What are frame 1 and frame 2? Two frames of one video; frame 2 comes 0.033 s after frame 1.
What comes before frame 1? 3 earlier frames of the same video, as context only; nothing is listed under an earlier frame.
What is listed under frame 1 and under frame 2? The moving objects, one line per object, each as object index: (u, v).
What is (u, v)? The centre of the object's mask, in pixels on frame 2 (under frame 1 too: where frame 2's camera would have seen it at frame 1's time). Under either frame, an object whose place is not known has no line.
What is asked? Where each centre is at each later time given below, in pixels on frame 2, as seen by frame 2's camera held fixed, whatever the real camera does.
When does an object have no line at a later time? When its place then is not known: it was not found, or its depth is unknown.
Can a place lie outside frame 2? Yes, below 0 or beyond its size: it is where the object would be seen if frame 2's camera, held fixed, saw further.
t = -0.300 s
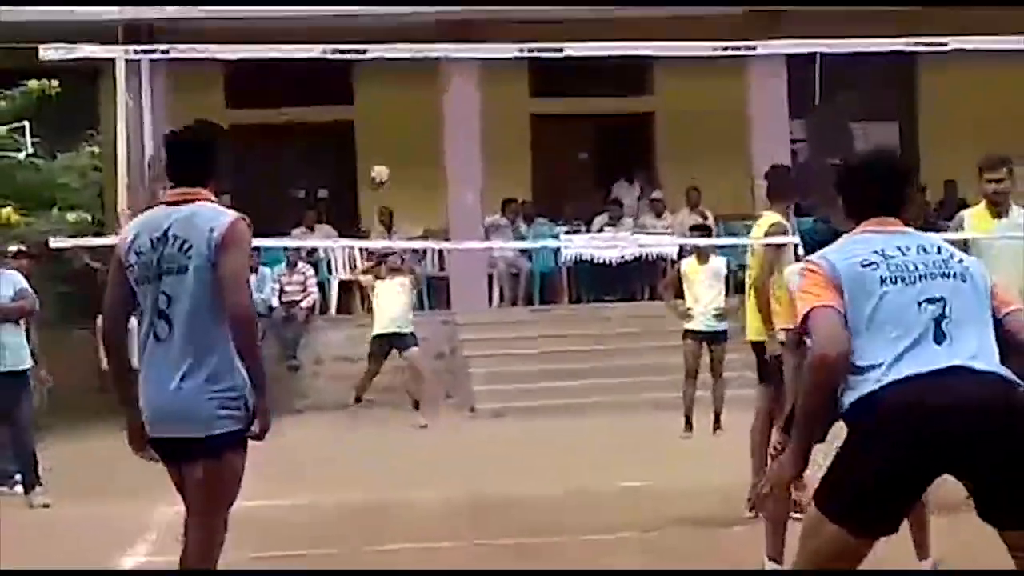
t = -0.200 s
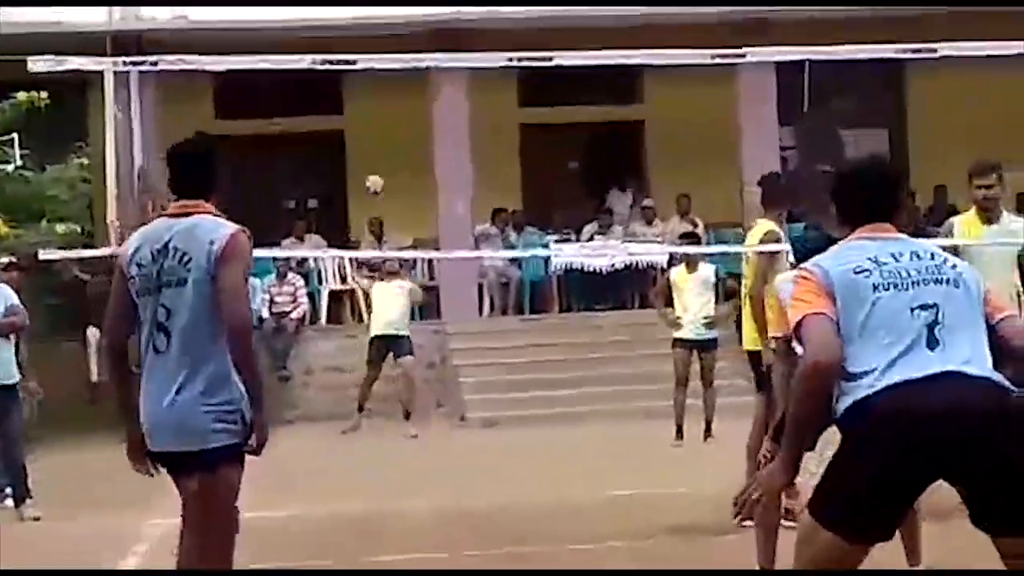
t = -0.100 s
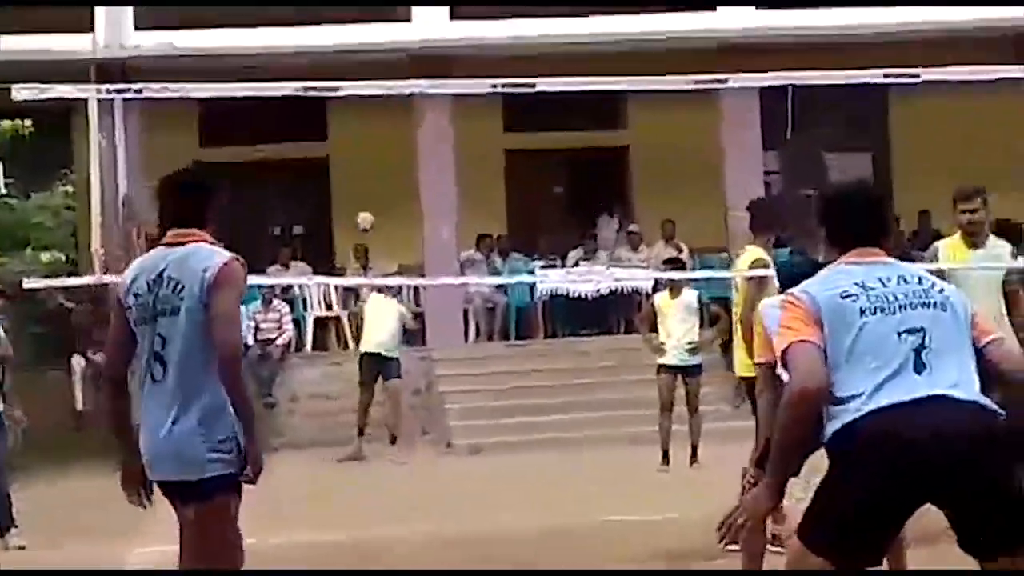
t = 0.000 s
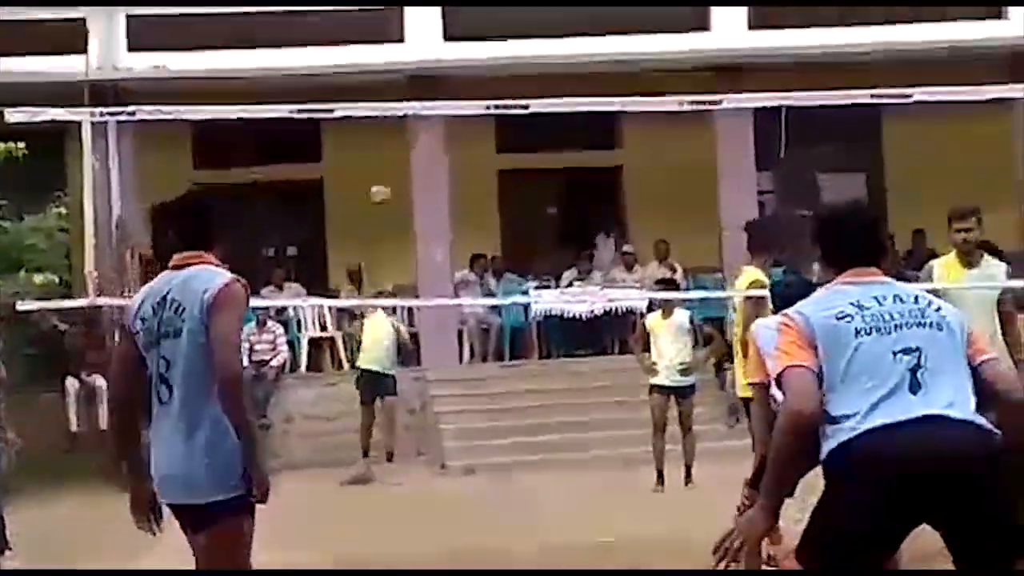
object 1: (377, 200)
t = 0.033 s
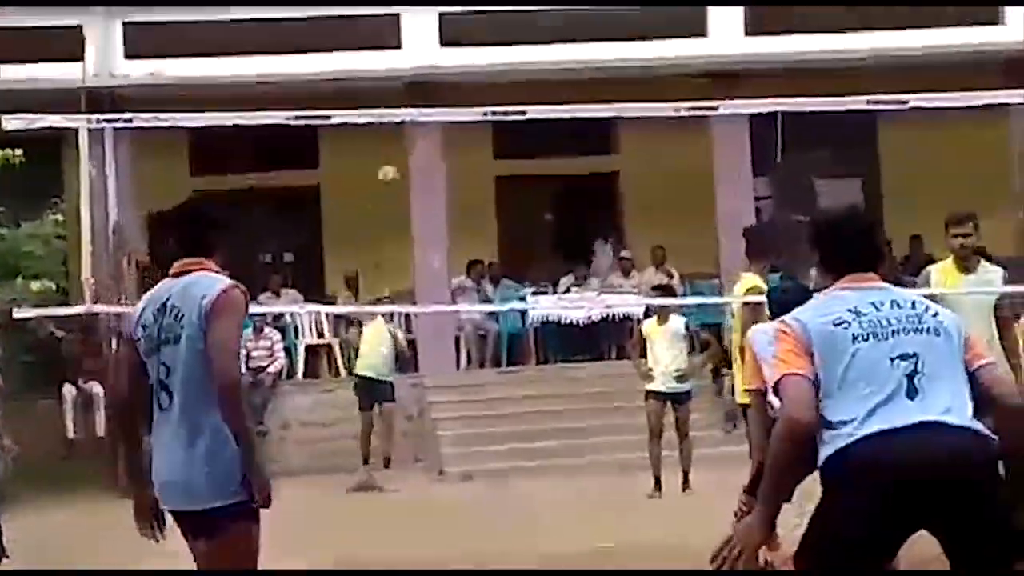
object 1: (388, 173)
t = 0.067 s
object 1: (399, 150)
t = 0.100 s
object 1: (406, 127)
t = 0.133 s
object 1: (422, 99)
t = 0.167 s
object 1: (434, 78)
